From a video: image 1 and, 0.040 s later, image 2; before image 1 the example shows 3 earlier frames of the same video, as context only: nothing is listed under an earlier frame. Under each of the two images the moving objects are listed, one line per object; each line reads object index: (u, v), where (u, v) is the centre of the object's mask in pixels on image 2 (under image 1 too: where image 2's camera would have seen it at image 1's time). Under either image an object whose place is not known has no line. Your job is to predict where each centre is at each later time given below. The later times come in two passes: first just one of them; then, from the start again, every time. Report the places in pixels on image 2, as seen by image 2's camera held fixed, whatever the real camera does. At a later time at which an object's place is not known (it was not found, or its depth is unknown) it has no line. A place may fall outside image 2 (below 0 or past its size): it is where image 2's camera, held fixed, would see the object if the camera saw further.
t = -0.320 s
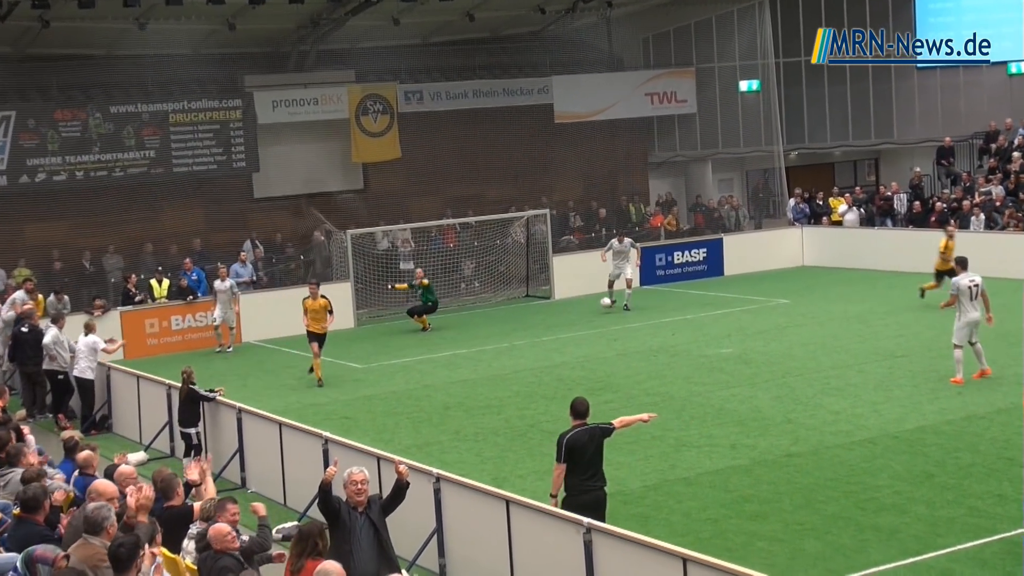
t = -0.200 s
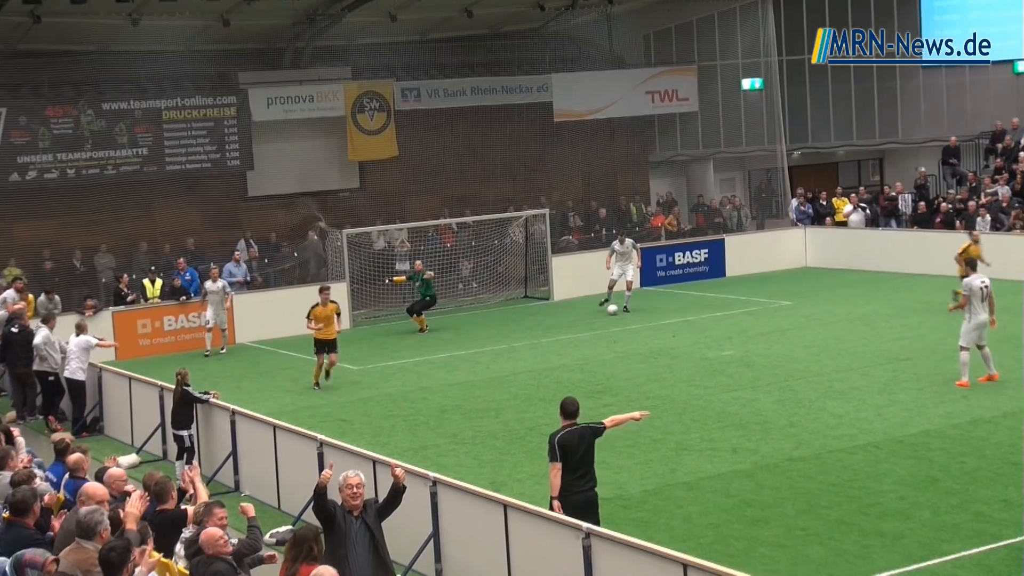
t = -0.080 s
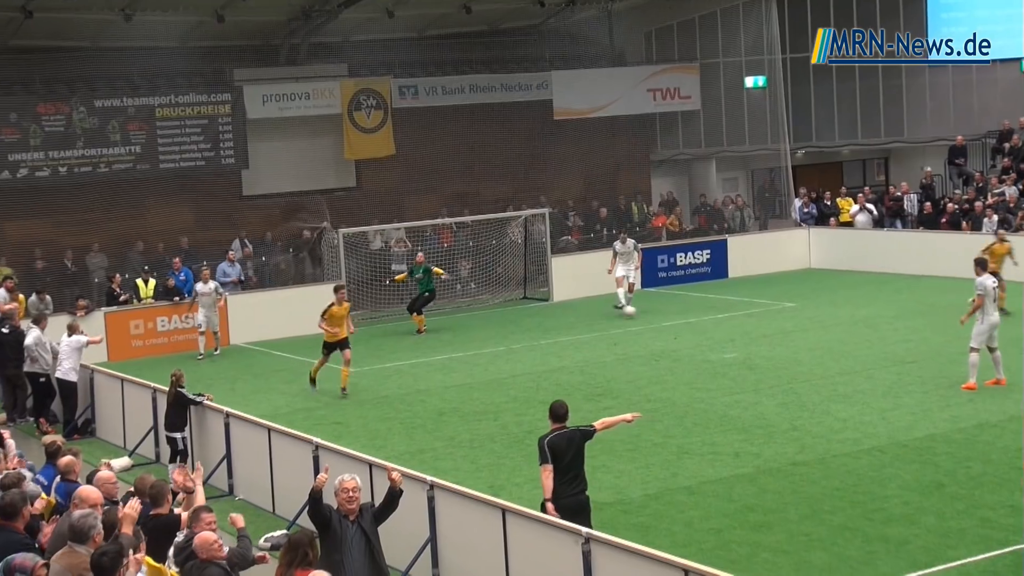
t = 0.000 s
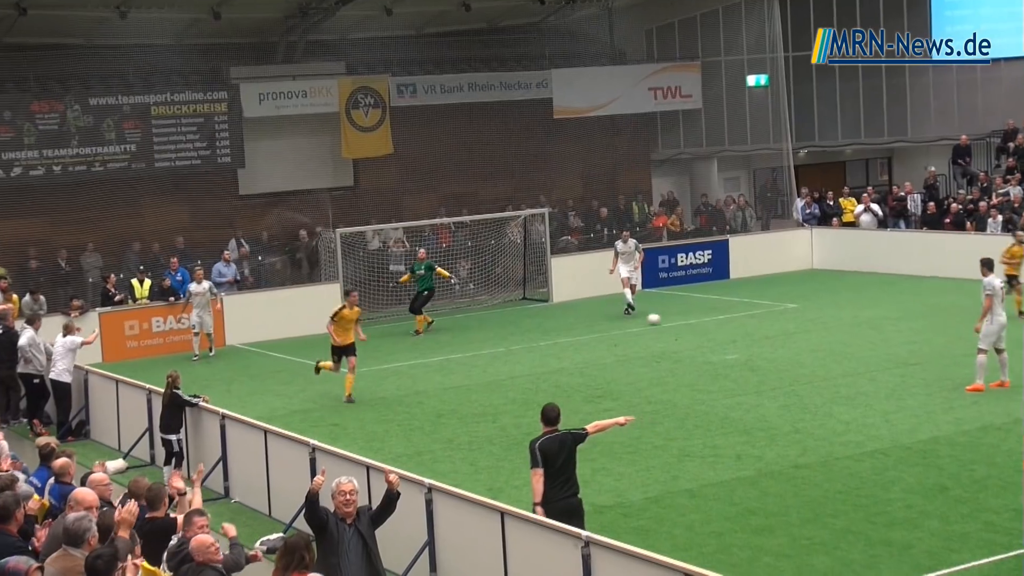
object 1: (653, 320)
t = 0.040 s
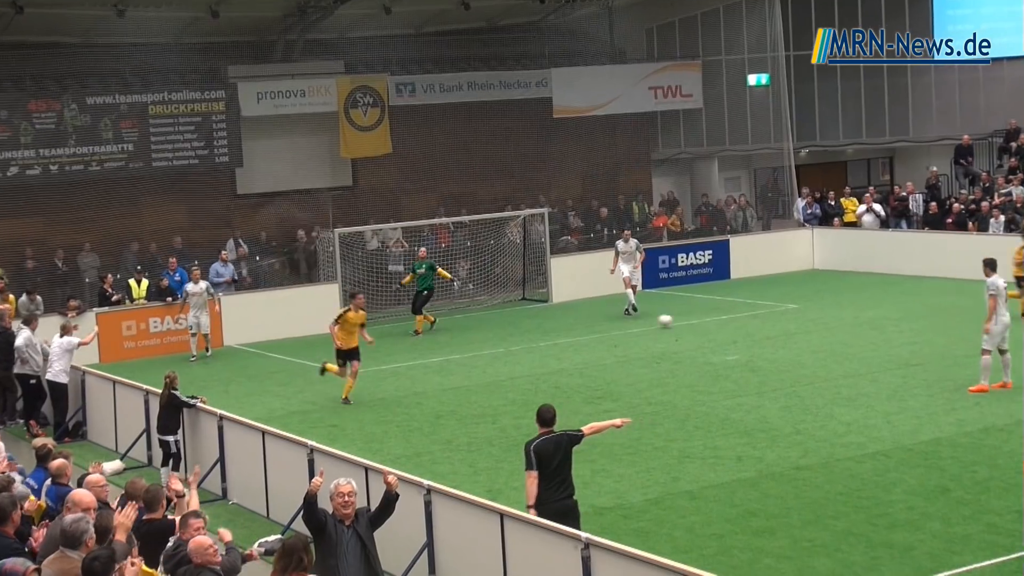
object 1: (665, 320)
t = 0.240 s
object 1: (726, 335)
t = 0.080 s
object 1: (676, 320)
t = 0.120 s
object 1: (689, 323)
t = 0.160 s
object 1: (700, 325)
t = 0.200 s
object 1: (713, 329)
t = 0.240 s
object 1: (726, 335)
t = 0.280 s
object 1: (737, 335)
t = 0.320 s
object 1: (749, 335)
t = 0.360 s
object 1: (760, 337)
